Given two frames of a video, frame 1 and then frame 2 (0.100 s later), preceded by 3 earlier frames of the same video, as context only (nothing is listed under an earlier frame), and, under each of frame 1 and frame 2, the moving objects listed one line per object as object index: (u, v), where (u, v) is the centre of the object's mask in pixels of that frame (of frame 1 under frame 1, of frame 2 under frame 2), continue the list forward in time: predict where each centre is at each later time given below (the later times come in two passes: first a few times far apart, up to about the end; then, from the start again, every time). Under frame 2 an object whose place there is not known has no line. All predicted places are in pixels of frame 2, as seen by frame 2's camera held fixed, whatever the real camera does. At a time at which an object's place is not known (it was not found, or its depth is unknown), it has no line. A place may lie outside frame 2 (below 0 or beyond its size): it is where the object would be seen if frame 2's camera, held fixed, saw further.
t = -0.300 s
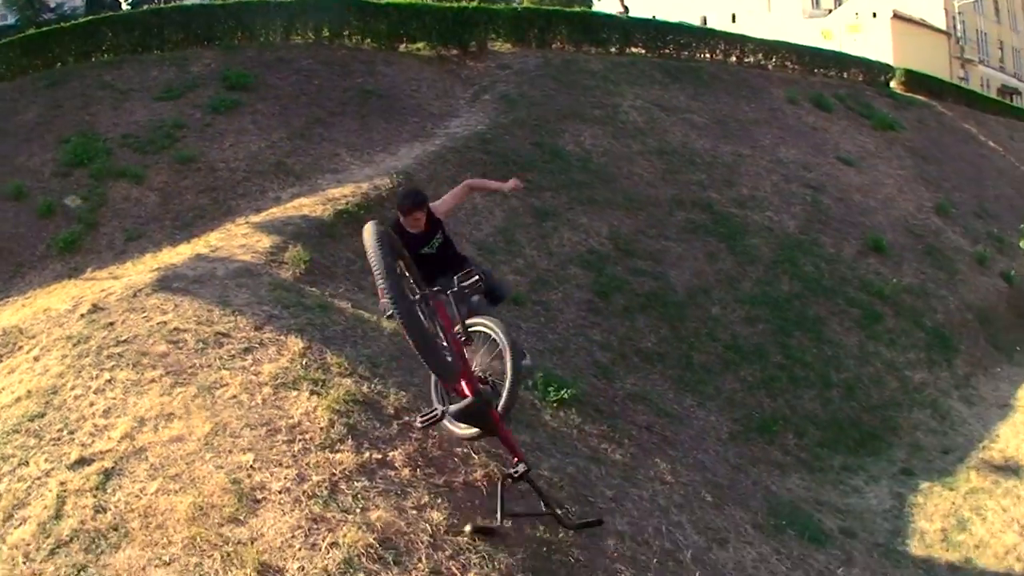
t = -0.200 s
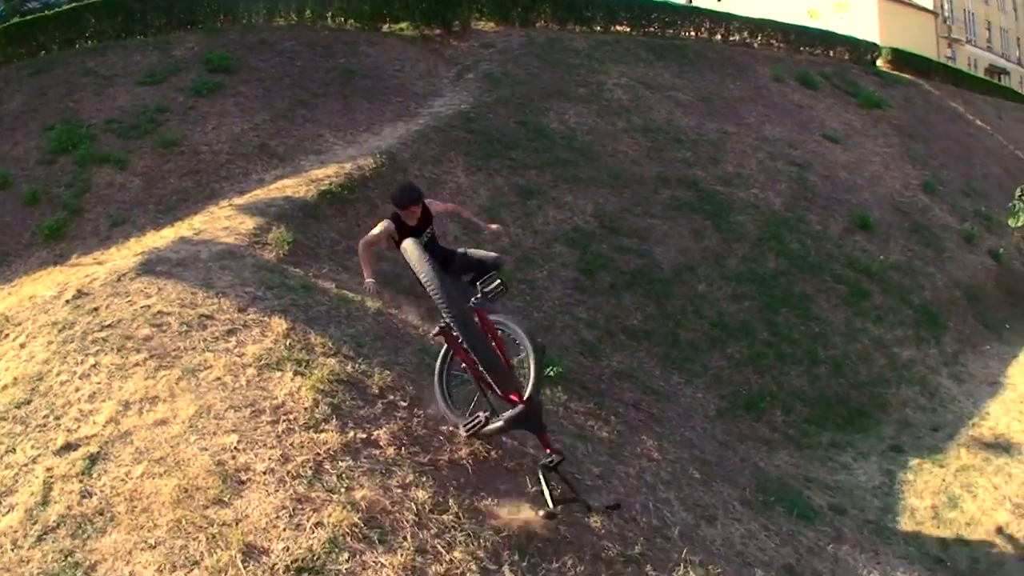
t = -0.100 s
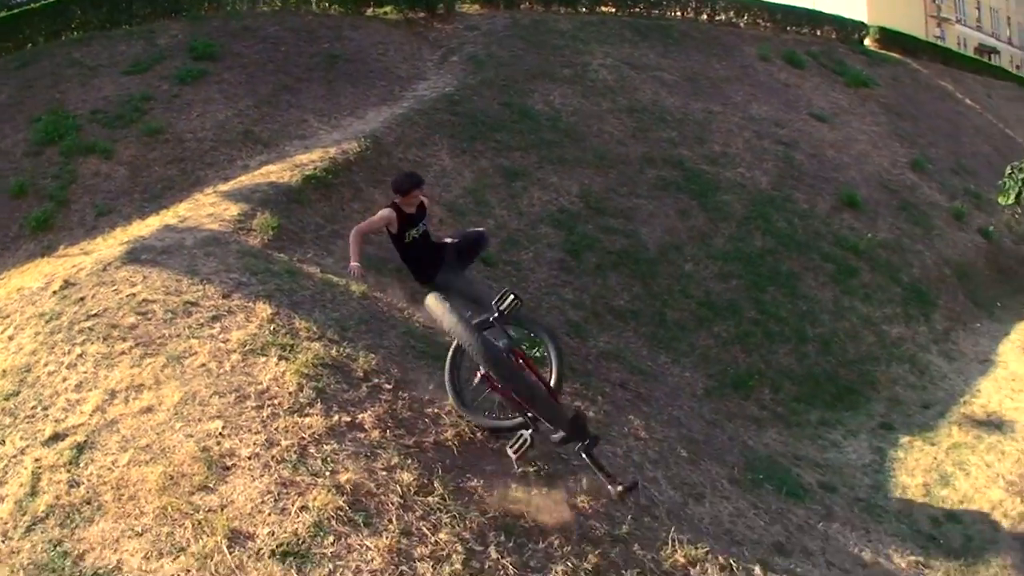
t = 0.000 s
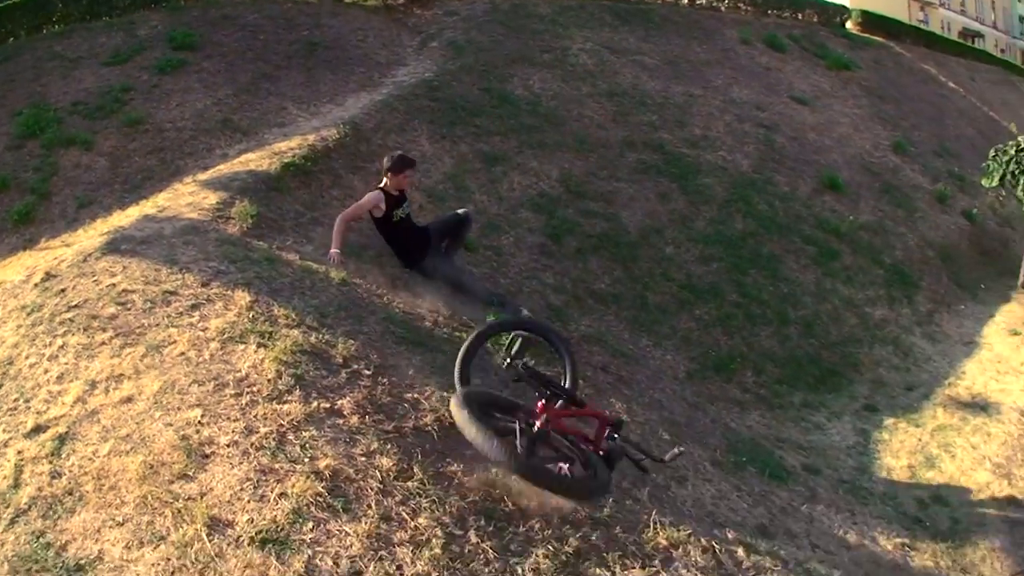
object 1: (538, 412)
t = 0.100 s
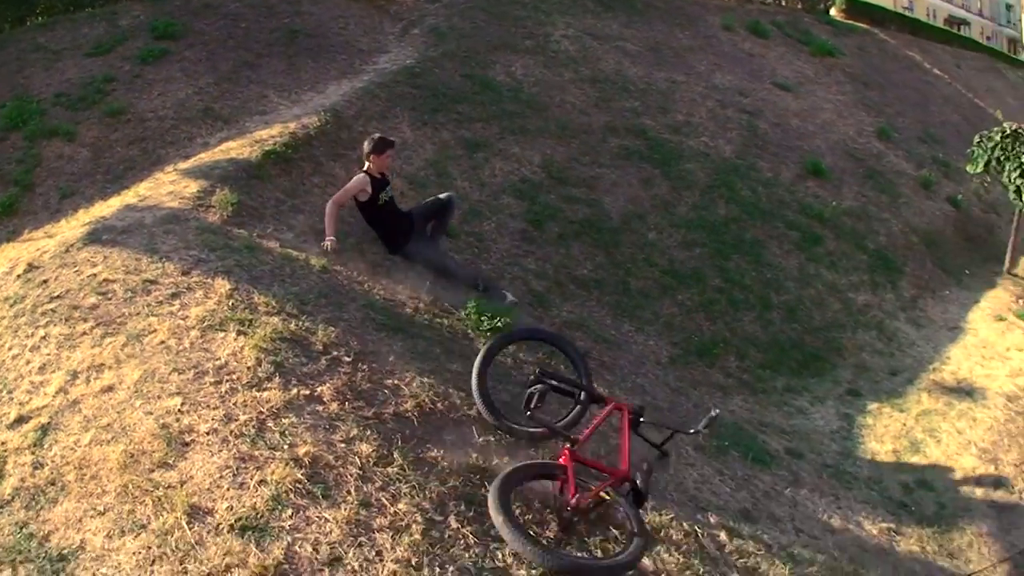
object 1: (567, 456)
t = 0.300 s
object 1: (667, 491)
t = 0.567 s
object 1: (748, 482)
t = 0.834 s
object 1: (750, 456)
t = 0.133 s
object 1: (586, 461)
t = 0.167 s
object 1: (601, 467)
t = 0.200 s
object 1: (618, 472)
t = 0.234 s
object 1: (635, 476)
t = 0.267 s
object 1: (651, 483)
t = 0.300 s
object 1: (667, 491)
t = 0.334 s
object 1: (682, 490)
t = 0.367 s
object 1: (695, 488)
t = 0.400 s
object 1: (707, 487)
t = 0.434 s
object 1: (720, 489)
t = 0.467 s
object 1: (729, 491)
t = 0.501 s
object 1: (738, 496)
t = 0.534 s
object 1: (743, 490)
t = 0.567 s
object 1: (748, 482)
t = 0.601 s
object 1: (752, 476)
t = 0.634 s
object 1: (755, 472)
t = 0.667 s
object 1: (751, 466)
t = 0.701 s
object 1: (751, 463)
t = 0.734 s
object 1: (750, 461)
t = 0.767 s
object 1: (750, 460)
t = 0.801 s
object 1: (748, 457)
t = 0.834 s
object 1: (750, 456)
